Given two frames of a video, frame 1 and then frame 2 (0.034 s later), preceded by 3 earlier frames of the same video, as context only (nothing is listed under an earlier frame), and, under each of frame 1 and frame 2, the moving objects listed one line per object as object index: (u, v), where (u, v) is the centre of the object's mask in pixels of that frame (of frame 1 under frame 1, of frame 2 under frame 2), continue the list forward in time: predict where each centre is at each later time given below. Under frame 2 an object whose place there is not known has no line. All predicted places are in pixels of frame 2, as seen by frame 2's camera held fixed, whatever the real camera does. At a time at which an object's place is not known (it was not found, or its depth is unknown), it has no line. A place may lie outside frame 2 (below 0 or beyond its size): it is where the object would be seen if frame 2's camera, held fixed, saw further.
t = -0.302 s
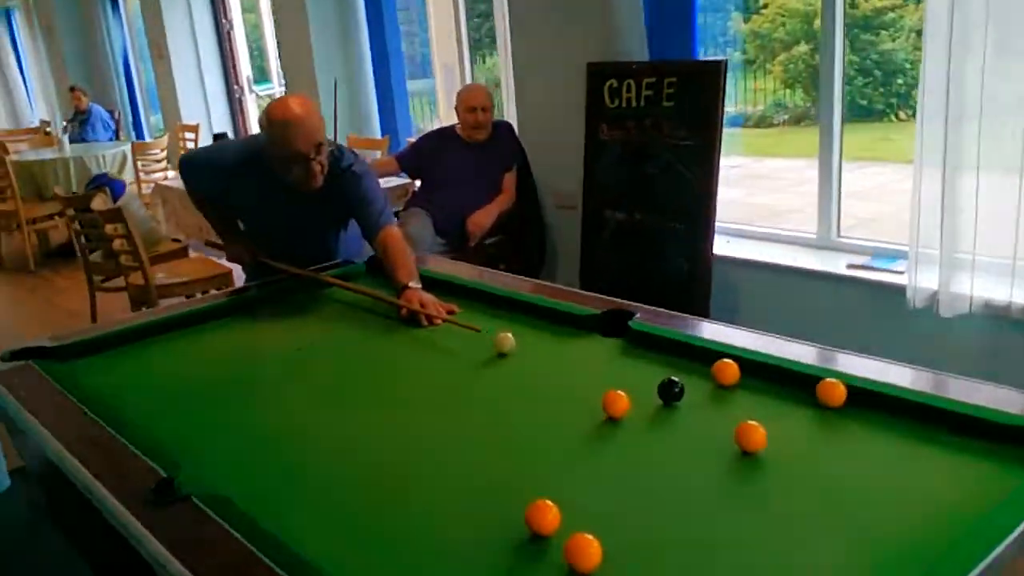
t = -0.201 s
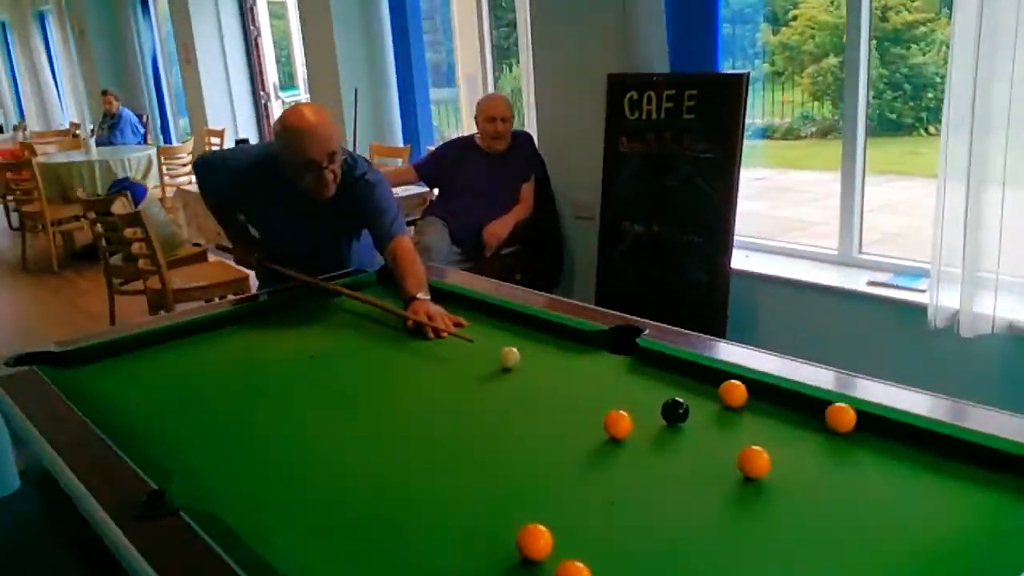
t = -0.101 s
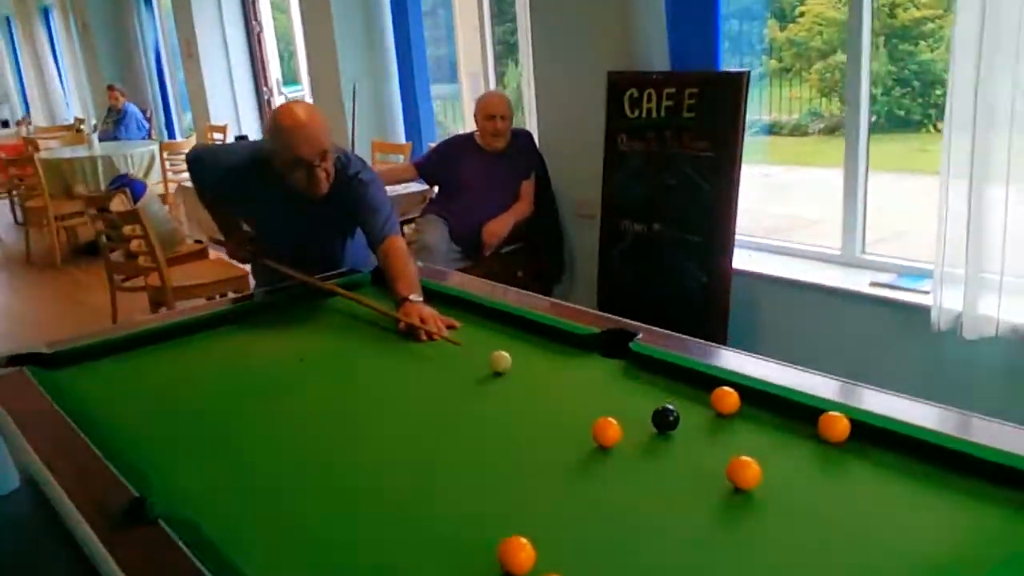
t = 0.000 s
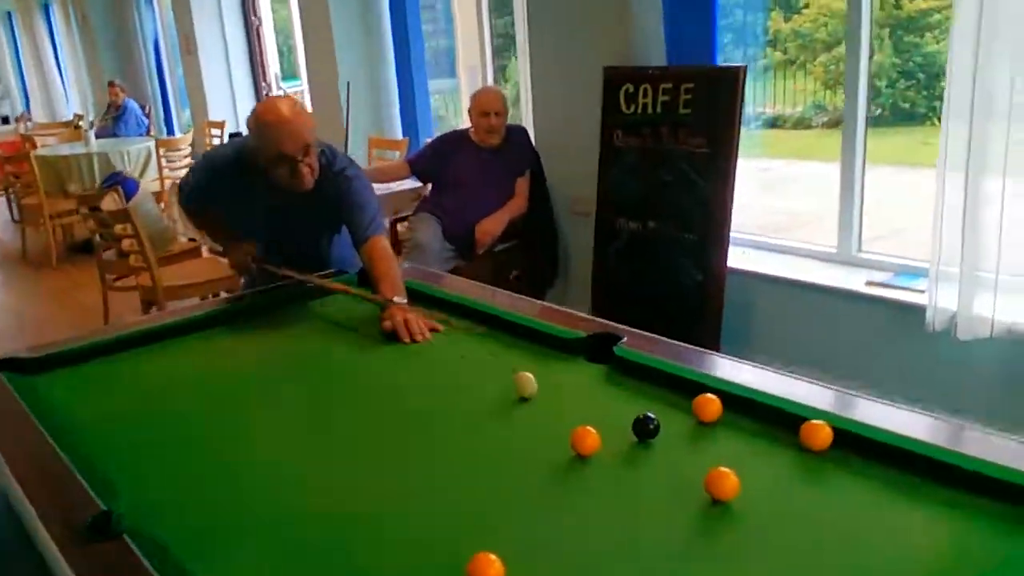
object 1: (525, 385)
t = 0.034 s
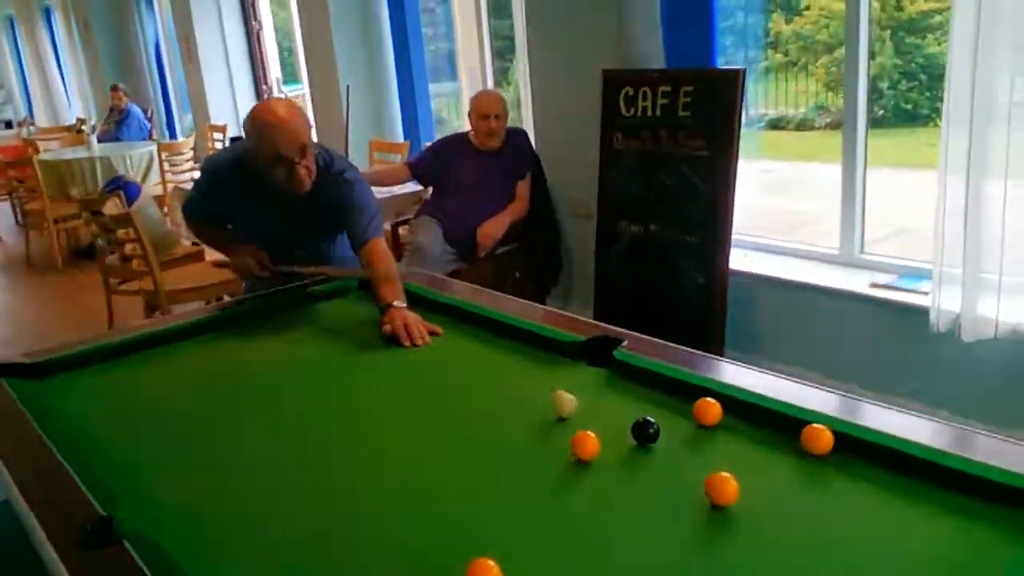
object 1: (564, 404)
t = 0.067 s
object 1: (604, 422)
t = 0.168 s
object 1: (633, 452)
